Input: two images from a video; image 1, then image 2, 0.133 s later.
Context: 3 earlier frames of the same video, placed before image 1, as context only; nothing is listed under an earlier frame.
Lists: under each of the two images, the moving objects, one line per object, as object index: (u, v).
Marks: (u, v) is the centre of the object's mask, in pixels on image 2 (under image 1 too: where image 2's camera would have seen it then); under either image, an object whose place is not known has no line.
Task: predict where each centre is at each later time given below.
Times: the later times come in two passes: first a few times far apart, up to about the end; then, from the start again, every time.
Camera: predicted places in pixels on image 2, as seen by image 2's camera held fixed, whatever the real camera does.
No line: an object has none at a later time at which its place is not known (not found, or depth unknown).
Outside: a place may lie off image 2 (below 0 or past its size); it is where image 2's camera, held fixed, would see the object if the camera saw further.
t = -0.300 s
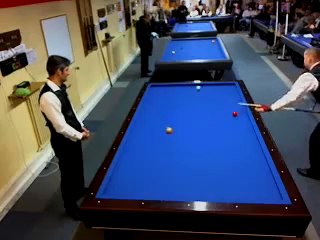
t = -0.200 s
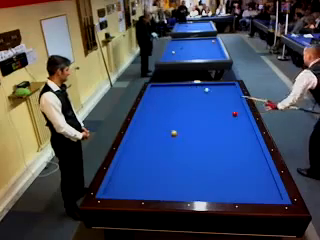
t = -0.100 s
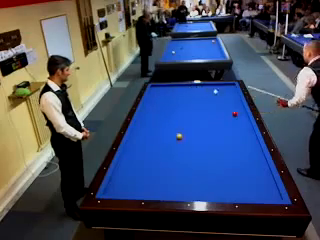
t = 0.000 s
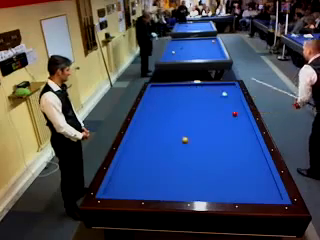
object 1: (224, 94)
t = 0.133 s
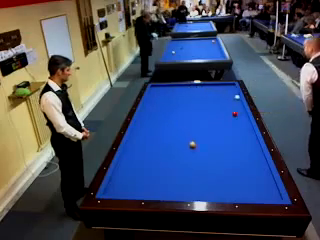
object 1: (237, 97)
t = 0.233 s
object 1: (233, 100)
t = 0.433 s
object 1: (224, 105)
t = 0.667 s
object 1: (212, 113)
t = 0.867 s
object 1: (201, 119)
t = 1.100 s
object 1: (187, 128)
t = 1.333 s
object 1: (172, 138)
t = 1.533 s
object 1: (157, 147)
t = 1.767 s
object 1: (138, 159)
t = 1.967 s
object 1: (120, 171)
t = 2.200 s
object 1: (119, 182)
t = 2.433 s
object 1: (123, 193)
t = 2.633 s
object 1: (129, 187)
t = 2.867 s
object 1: (135, 181)
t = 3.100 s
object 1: (140, 175)
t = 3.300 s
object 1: (145, 171)
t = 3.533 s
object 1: (149, 166)
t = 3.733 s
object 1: (153, 162)
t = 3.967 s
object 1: (157, 158)
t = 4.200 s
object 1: (161, 154)
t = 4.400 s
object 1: (164, 151)
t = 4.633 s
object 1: (167, 148)
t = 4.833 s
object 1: (170, 145)
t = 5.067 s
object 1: (172, 142)
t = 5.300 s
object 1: (175, 139)
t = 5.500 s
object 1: (178, 137)
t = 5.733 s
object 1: (180, 135)
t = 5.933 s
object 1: (182, 133)
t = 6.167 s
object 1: (184, 131)
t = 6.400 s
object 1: (186, 129)
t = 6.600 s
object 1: (187, 127)
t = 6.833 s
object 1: (188, 126)
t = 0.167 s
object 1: (237, 98)
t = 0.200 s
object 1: (235, 99)
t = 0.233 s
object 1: (233, 100)
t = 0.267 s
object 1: (231, 100)
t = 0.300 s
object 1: (229, 101)
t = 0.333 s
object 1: (228, 102)
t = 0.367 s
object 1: (227, 103)
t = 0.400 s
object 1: (226, 104)
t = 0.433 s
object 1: (224, 105)
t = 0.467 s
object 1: (222, 106)
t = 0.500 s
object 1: (220, 107)
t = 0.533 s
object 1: (219, 108)
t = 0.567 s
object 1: (217, 109)
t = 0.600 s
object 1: (216, 110)
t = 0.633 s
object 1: (214, 111)
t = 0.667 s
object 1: (212, 113)
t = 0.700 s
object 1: (211, 114)
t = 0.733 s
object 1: (209, 115)
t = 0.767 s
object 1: (207, 116)
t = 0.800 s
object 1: (205, 117)
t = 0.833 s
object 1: (203, 118)
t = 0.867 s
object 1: (201, 119)
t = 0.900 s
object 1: (200, 120)
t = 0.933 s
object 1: (198, 122)
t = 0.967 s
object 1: (195, 123)
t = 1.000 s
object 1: (194, 124)
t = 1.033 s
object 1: (192, 125)
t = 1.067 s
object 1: (190, 126)
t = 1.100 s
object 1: (187, 128)
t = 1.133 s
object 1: (185, 129)
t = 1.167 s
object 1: (183, 131)
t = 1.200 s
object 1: (181, 132)
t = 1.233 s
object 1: (179, 133)
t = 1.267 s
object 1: (177, 135)
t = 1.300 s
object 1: (174, 136)
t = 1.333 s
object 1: (172, 138)
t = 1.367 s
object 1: (169, 139)
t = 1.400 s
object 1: (167, 141)
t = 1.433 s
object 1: (165, 142)
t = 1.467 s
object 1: (162, 144)
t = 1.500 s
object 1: (160, 146)
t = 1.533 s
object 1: (157, 147)
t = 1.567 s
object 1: (155, 149)
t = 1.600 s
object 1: (152, 150)
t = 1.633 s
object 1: (149, 152)
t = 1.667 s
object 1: (147, 154)
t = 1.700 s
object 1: (144, 155)
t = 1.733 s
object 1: (141, 157)
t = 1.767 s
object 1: (138, 159)
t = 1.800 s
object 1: (136, 161)
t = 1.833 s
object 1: (132, 163)
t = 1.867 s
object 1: (129, 164)
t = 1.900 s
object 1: (126, 166)
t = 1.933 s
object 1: (123, 169)
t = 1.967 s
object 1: (120, 171)
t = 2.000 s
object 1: (117, 172)
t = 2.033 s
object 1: (114, 174)
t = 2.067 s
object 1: (115, 176)
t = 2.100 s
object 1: (117, 177)
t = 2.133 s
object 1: (117, 179)
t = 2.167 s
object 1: (117, 180)
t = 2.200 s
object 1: (119, 182)
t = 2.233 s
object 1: (119, 184)
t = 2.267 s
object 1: (120, 186)
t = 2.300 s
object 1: (120, 187)
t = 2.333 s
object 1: (121, 188)
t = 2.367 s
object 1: (122, 190)
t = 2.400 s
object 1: (123, 192)
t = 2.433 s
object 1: (123, 193)
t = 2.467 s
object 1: (124, 191)
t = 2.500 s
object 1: (125, 190)
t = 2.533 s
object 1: (126, 189)
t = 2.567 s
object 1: (127, 188)
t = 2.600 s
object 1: (128, 188)
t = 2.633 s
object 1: (129, 187)
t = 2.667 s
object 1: (130, 186)
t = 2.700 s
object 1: (131, 185)
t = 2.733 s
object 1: (132, 184)
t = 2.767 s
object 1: (132, 183)
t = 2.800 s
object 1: (133, 182)
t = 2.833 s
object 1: (134, 181)
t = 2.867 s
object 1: (135, 181)
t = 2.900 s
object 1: (136, 180)
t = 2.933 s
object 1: (137, 179)
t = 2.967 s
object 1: (137, 179)
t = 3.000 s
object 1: (138, 178)
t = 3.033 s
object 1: (139, 177)
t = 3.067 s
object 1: (139, 176)
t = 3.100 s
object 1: (140, 175)
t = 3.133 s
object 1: (141, 175)
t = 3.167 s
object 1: (142, 174)
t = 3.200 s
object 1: (143, 173)
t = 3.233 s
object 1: (143, 172)
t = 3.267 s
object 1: (144, 171)
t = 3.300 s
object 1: (145, 171)
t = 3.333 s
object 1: (145, 170)
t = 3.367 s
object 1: (146, 169)
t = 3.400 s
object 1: (147, 169)
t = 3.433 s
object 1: (147, 168)
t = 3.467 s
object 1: (148, 167)
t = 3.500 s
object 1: (149, 167)
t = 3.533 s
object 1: (149, 166)
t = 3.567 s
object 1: (150, 165)
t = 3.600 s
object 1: (151, 165)
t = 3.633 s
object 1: (151, 164)
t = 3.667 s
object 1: (152, 164)
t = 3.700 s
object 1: (153, 163)
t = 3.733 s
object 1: (153, 162)
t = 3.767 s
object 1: (154, 162)
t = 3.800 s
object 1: (154, 161)
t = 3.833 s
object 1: (155, 160)
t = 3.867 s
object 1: (156, 160)
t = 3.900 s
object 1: (156, 159)
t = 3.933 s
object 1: (157, 159)
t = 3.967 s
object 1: (157, 158)
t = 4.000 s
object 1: (158, 157)
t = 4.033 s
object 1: (159, 157)
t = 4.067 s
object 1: (159, 156)
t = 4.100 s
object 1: (159, 156)
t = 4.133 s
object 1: (160, 155)
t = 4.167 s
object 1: (161, 155)
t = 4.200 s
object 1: (161, 154)
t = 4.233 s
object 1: (162, 153)
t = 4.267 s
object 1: (162, 153)
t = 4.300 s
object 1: (162, 152)
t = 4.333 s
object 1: (163, 152)
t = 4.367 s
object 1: (163, 151)
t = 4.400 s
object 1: (164, 151)
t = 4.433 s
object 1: (164, 150)
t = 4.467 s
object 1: (165, 150)
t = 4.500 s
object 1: (165, 149)
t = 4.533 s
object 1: (166, 149)
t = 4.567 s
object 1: (166, 149)
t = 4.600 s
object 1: (167, 148)
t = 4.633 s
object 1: (167, 148)
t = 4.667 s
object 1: (168, 147)
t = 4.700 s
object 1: (169, 147)
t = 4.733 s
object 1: (169, 146)
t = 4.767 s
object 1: (169, 146)
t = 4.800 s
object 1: (170, 145)
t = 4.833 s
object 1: (170, 145)
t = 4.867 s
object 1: (170, 145)
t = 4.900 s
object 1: (171, 144)
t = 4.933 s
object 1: (171, 144)
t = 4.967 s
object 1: (171, 144)
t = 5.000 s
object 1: (172, 143)
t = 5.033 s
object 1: (172, 143)
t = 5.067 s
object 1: (172, 142)
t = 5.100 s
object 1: (173, 142)
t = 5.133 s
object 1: (173, 141)
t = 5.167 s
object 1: (174, 141)
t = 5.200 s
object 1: (174, 140)
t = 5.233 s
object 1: (175, 140)
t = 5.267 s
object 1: (175, 139)
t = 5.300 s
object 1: (175, 139)
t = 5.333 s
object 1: (176, 139)
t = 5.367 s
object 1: (176, 138)
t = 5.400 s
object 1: (176, 138)
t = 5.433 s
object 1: (177, 138)
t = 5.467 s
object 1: (177, 137)
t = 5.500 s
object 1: (178, 137)
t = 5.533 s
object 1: (178, 136)
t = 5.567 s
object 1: (178, 136)
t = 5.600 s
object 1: (179, 136)
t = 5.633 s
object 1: (179, 136)
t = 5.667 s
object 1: (179, 135)
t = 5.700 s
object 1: (180, 135)
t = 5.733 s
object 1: (180, 135)
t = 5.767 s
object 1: (180, 135)
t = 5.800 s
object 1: (181, 134)
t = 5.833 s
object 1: (181, 134)
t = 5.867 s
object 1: (181, 133)
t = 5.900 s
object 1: (181, 133)
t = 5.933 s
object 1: (182, 133)
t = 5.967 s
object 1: (182, 132)
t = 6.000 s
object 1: (182, 132)
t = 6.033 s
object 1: (182, 132)
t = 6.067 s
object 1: (183, 132)
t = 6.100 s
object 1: (183, 131)
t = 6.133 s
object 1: (183, 131)
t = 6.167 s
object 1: (184, 131)
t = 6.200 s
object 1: (184, 130)
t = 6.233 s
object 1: (184, 130)
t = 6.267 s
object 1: (184, 130)
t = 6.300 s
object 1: (185, 130)
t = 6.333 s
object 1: (185, 130)
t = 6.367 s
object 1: (186, 129)
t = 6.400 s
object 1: (186, 129)
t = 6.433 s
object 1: (186, 129)
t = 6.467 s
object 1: (186, 128)
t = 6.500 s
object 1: (186, 128)
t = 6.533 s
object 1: (187, 128)
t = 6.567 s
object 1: (187, 128)
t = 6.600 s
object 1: (187, 127)
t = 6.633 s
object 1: (187, 127)
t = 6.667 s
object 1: (187, 127)
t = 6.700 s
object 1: (188, 127)
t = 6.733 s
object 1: (188, 126)
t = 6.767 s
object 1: (188, 126)
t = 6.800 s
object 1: (188, 126)
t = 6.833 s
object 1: (188, 126)
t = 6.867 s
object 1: (188, 125)
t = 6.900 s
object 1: (189, 125)
